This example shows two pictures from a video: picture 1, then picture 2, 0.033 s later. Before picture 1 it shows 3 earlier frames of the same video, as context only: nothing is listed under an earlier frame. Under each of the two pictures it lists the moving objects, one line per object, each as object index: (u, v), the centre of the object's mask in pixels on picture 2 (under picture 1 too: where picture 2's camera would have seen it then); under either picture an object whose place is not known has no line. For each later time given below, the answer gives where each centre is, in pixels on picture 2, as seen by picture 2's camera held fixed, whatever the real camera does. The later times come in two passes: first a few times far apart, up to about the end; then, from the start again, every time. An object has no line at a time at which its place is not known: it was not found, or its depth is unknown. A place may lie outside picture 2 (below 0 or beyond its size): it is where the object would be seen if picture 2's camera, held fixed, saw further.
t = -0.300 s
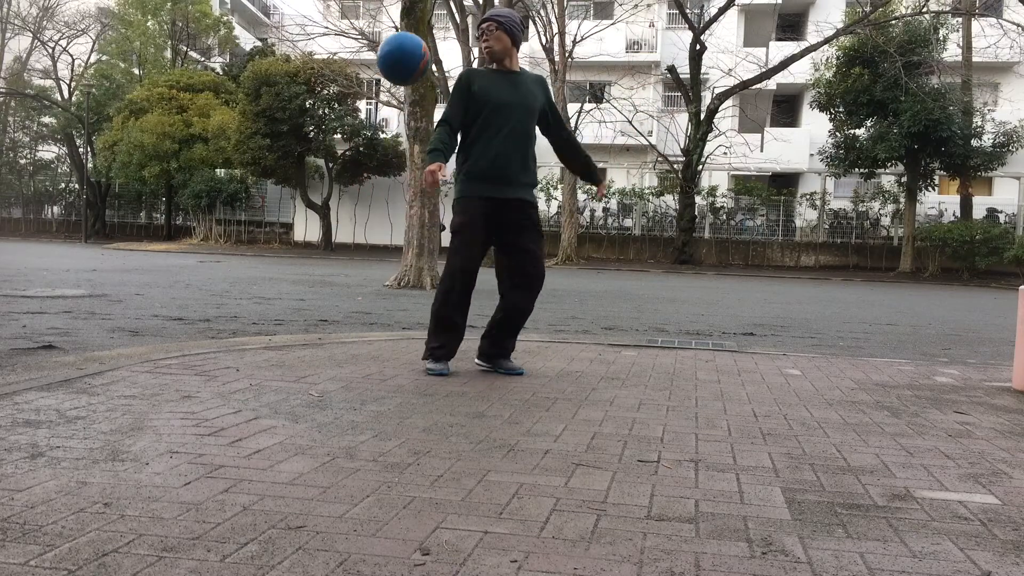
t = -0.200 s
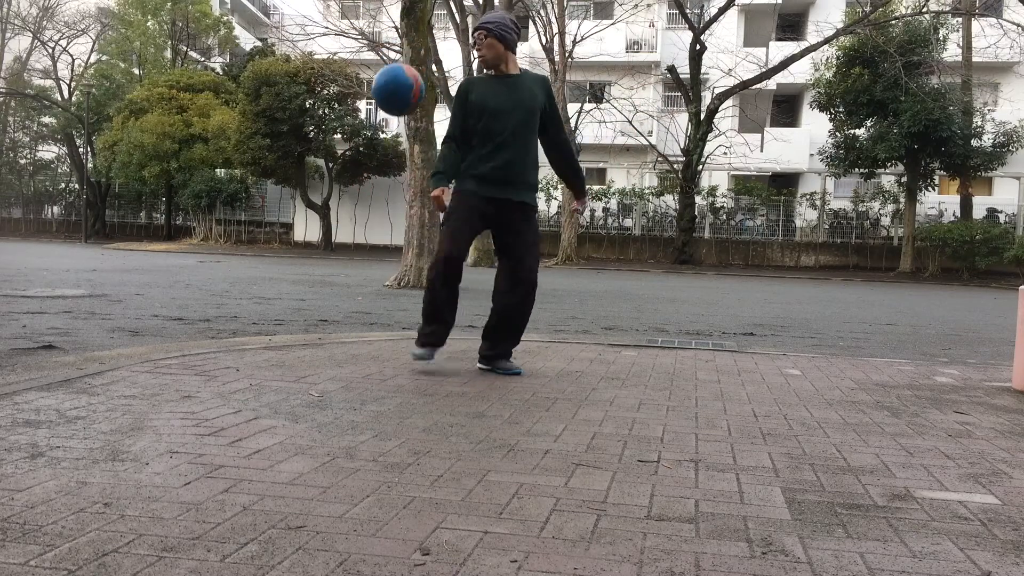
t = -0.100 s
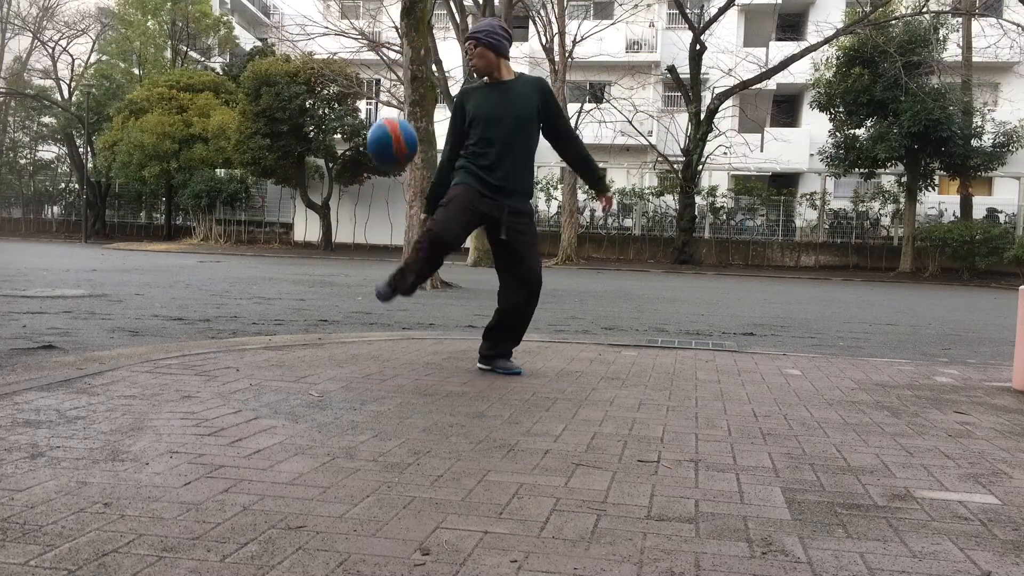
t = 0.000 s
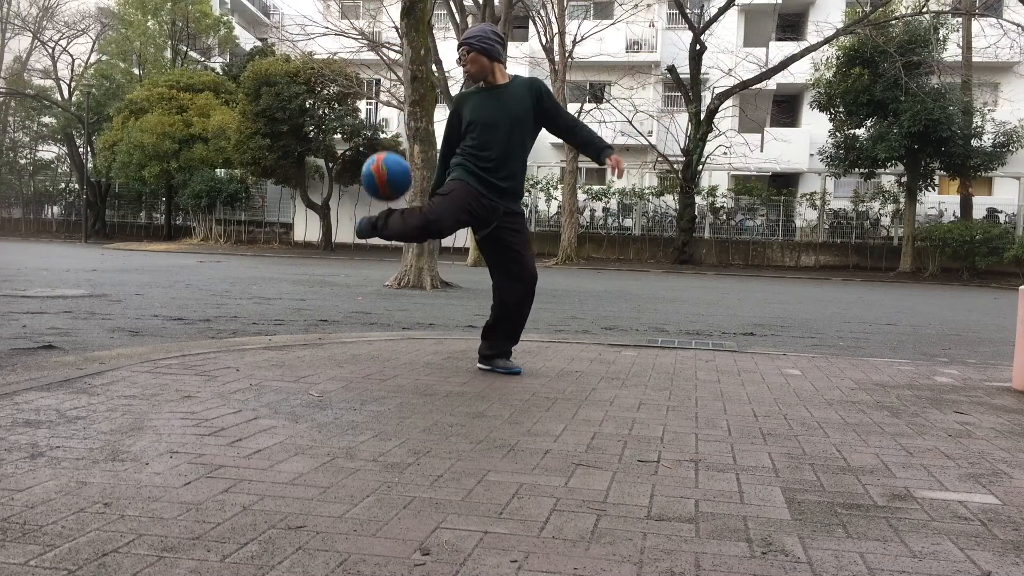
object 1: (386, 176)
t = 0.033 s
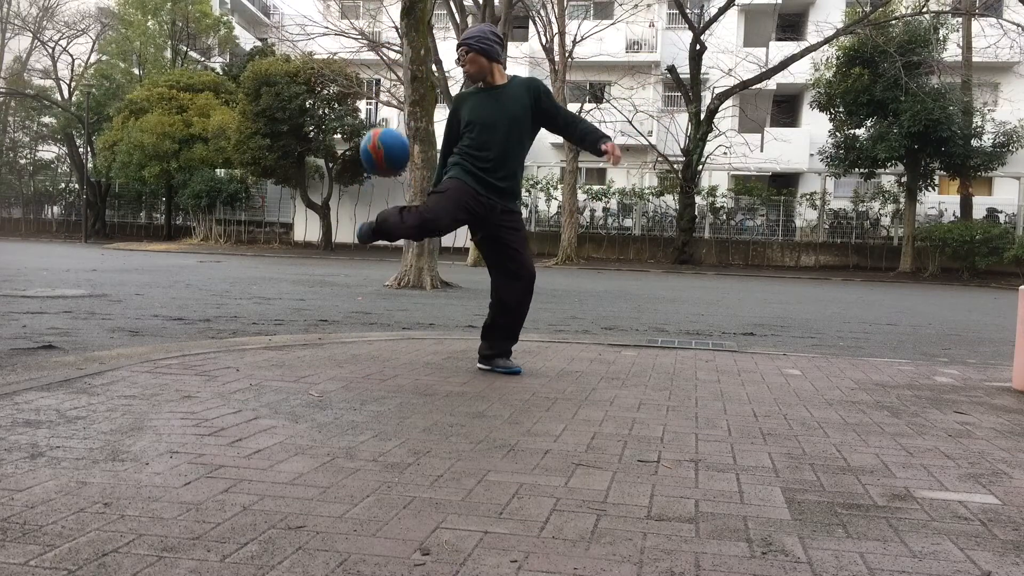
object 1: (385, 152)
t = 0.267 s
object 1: (375, 38)
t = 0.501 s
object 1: (360, 41)
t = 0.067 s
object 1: (384, 127)
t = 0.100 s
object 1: (382, 107)
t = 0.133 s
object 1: (381, 88)
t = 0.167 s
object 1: (379, 72)
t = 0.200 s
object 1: (378, 59)
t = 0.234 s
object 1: (376, 47)
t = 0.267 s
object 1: (375, 38)
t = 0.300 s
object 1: (373, 31)
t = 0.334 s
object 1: (371, 27)
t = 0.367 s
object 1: (369, 25)
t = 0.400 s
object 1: (367, 25)
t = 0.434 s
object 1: (365, 28)
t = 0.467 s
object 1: (363, 33)
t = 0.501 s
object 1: (360, 41)
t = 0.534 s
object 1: (358, 51)
